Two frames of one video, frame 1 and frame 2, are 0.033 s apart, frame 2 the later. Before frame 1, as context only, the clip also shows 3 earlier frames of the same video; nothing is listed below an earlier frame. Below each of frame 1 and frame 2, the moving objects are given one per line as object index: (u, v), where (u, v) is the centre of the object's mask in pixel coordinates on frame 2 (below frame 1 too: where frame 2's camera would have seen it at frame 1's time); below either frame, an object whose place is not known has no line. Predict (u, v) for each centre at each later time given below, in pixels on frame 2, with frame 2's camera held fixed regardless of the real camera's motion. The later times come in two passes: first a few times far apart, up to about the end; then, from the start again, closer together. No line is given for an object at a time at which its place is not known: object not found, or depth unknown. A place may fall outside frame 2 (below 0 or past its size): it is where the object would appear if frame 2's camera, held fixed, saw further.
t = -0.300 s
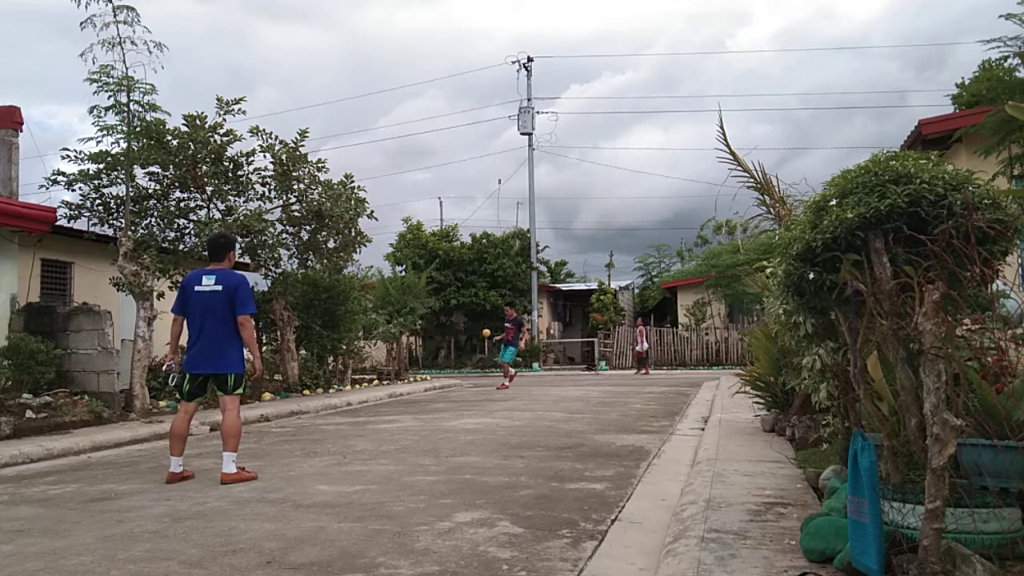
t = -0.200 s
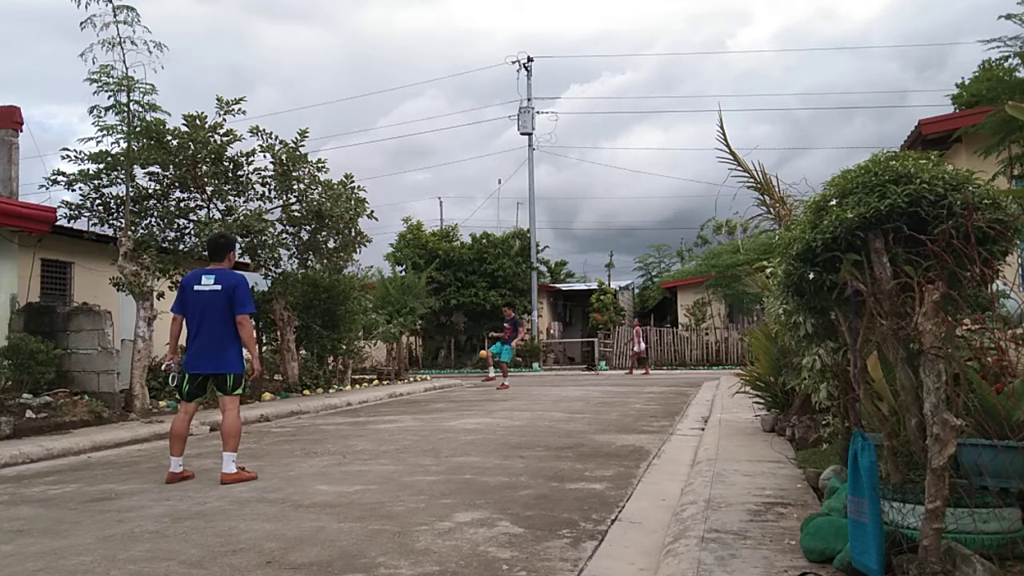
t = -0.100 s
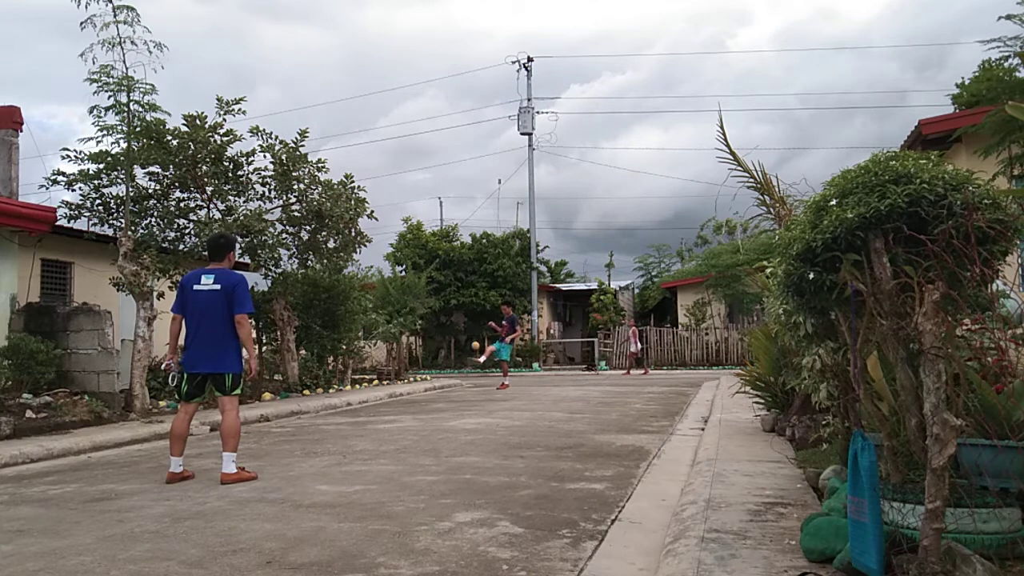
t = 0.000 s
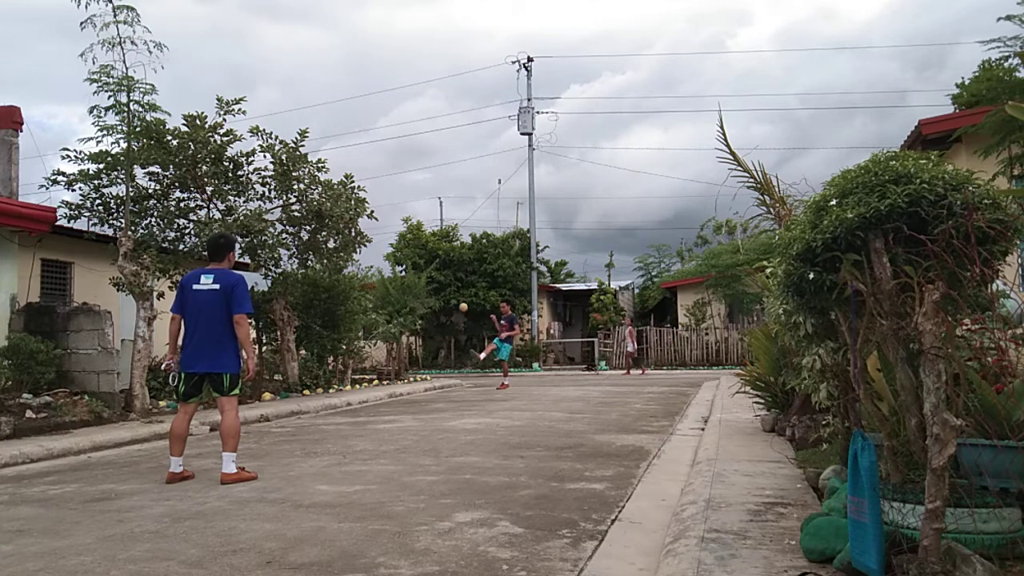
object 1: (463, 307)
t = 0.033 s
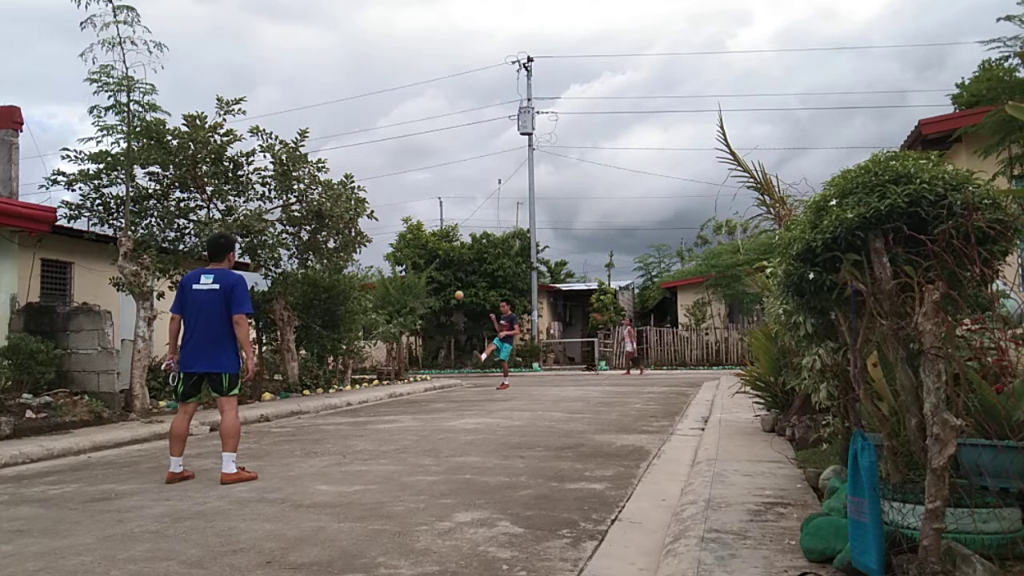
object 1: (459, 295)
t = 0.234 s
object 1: (431, 229)
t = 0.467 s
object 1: (390, 172)
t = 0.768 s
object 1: (316, 146)
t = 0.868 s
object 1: (283, 156)
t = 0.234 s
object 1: (431, 229)
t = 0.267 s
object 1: (426, 219)
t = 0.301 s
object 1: (420, 210)
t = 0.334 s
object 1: (415, 202)
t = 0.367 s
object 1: (409, 193)
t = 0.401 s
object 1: (403, 186)
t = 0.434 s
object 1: (396, 178)
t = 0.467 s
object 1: (390, 172)
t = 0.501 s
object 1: (383, 165)
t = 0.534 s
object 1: (376, 159)
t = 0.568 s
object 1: (369, 155)
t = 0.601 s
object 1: (361, 151)
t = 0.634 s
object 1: (353, 148)
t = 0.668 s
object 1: (344, 146)
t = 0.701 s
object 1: (335, 145)
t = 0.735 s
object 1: (326, 144)
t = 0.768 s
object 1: (316, 146)
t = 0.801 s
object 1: (306, 147)
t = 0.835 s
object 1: (294, 151)
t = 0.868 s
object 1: (283, 156)
